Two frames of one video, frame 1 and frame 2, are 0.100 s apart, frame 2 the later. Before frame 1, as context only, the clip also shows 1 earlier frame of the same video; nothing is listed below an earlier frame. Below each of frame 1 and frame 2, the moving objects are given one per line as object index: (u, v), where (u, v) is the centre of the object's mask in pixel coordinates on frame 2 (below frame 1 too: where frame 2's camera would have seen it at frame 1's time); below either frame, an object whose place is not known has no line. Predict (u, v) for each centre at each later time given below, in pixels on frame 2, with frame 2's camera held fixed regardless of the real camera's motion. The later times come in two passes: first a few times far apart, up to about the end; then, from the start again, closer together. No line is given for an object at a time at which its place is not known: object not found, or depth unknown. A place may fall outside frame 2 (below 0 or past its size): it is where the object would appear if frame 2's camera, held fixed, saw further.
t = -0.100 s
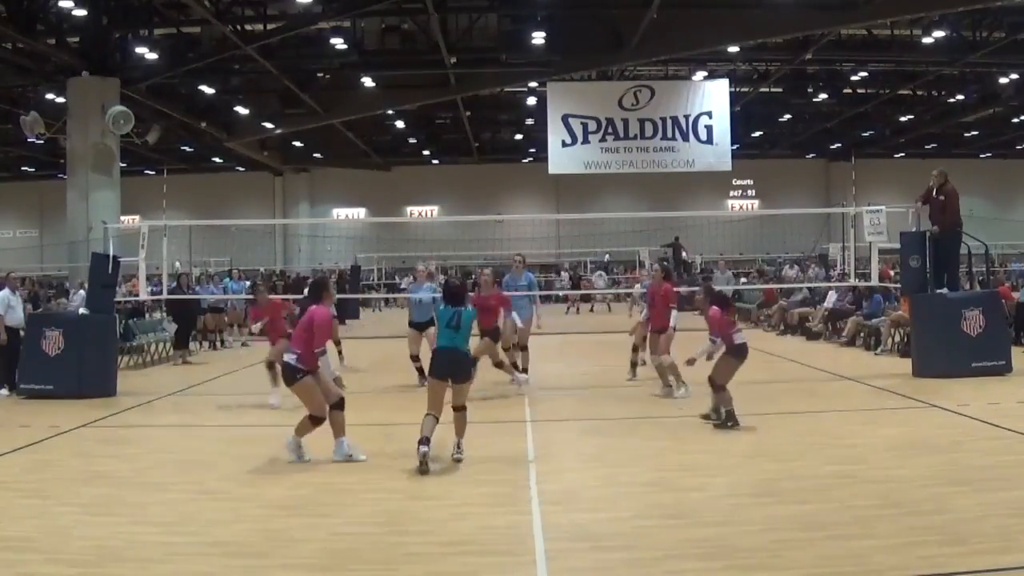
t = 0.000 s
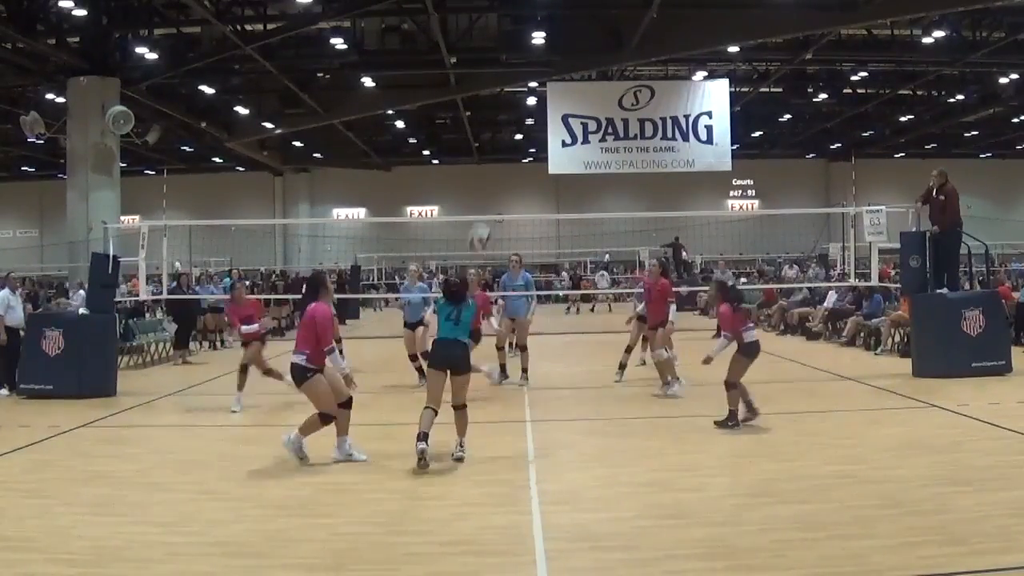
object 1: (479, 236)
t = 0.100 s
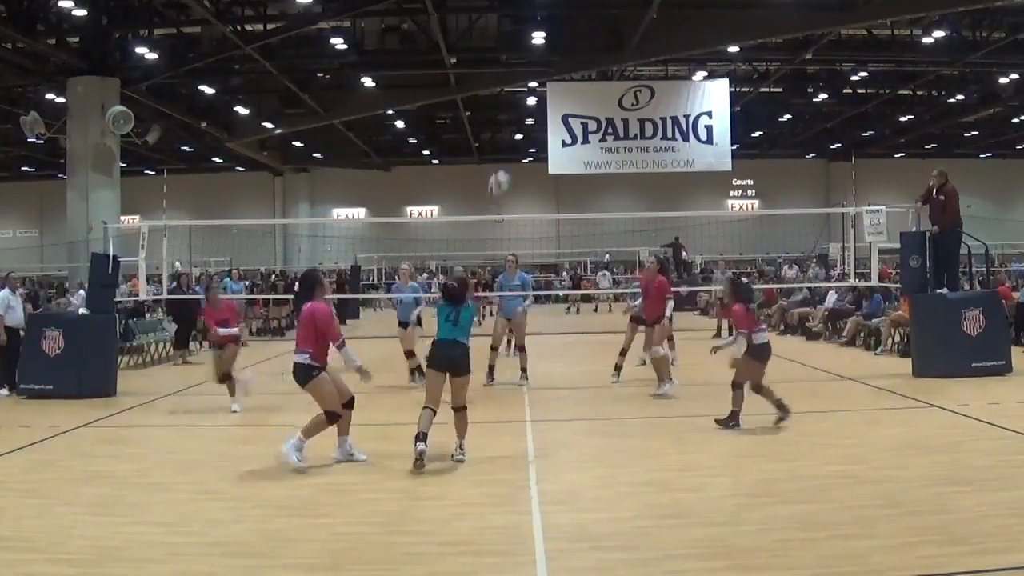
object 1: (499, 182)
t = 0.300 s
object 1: (535, 119)
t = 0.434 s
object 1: (558, 102)
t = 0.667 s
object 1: (595, 110)
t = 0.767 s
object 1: (609, 130)
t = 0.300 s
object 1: (535, 119)
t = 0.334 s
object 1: (541, 113)
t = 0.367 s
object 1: (546, 108)
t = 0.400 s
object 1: (552, 104)
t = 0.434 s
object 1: (558, 102)
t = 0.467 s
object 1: (564, 99)
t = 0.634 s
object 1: (590, 106)
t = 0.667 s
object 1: (595, 110)
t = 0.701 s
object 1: (599, 115)
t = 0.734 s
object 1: (605, 124)
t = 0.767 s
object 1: (609, 130)
